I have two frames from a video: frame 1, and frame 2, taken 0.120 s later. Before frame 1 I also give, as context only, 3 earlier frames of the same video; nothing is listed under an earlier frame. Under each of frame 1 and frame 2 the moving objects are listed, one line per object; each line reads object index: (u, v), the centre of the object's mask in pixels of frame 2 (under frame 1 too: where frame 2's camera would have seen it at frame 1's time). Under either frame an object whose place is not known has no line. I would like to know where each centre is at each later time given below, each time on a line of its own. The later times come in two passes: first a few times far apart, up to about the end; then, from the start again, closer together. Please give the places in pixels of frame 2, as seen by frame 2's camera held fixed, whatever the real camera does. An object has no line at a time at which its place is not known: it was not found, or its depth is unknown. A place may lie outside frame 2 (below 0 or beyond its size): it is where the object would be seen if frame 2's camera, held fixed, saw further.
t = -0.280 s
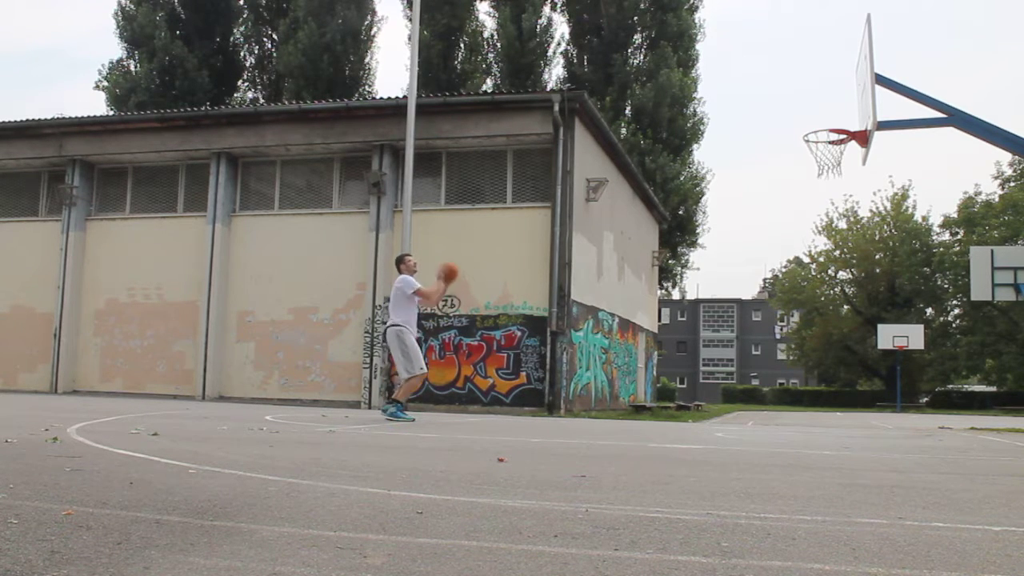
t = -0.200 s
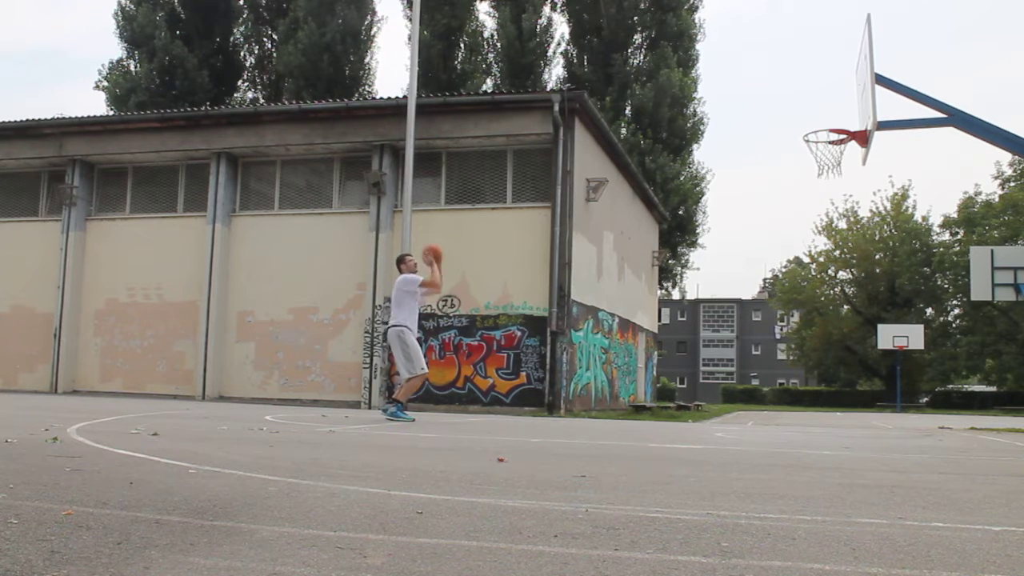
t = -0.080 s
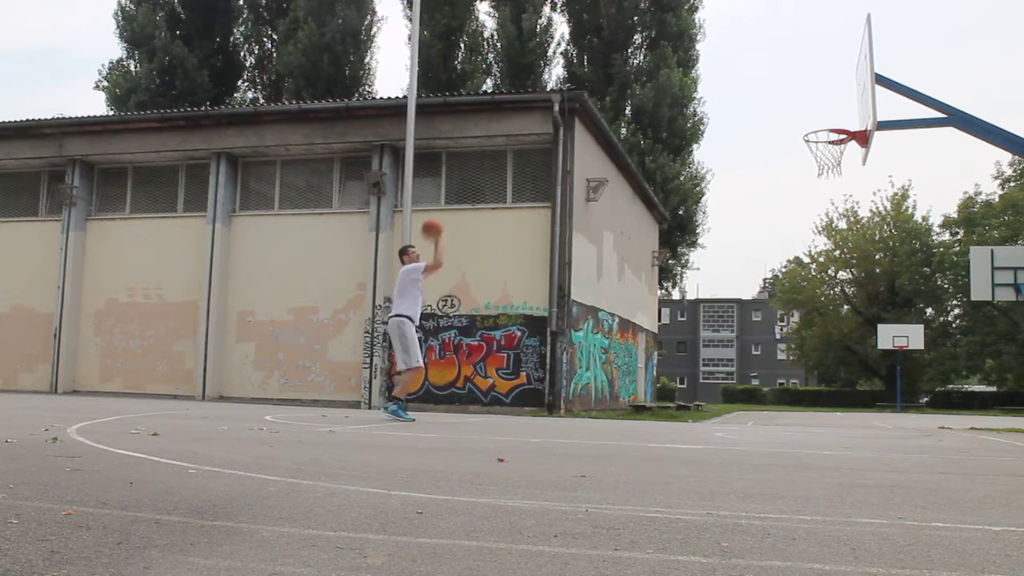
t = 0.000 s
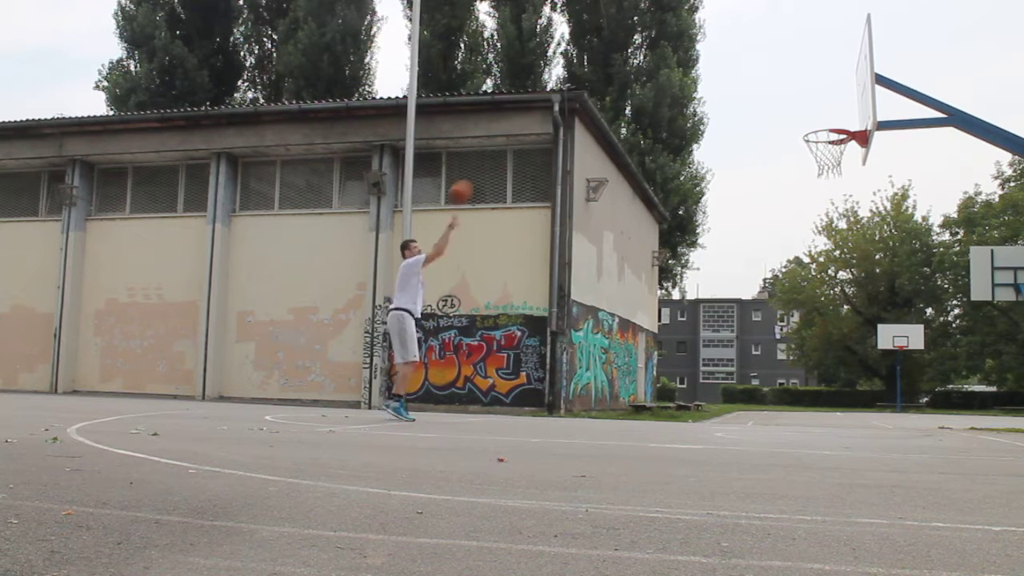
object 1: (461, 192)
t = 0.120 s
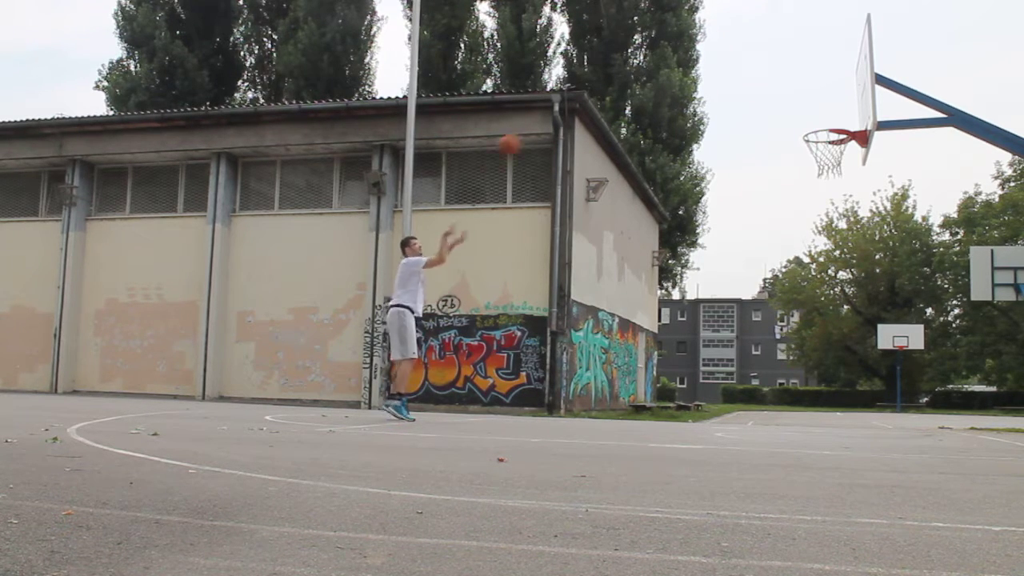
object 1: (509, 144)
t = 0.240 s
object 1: (559, 108)
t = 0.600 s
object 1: (708, 76)
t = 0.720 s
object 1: (760, 91)
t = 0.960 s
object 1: (827, 148)
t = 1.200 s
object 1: (819, 158)
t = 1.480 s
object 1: (844, 177)
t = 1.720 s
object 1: (863, 242)
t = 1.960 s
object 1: (883, 369)
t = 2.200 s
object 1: (896, 357)
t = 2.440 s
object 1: (909, 288)
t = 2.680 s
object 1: (921, 276)
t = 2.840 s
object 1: (931, 301)
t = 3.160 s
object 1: (950, 427)
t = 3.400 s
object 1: (967, 350)
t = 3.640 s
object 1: (984, 335)
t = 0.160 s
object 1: (526, 131)
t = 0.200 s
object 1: (543, 119)
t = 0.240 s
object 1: (559, 108)
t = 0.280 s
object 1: (576, 101)
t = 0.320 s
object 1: (592, 91)
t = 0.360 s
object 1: (608, 85)
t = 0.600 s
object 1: (708, 76)
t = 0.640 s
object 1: (726, 80)
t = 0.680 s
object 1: (743, 85)
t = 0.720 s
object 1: (760, 91)
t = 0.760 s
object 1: (778, 99)
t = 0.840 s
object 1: (814, 119)
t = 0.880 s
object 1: (832, 132)
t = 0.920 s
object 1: (833, 142)
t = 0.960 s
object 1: (827, 148)
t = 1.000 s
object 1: (819, 146)
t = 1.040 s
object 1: (816, 146)
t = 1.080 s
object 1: (815, 148)
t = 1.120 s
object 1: (815, 151)
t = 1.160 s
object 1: (816, 154)
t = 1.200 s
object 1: (819, 158)
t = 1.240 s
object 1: (822, 160)
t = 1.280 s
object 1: (826, 163)
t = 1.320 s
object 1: (831, 164)
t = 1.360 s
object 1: (834, 165)
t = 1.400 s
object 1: (838, 168)
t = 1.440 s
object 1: (841, 172)
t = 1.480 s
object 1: (844, 177)
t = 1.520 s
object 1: (847, 184)
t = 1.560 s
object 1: (850, 193)
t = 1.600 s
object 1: (853, 203)
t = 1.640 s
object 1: (856, 215)
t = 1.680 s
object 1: (860, 228)
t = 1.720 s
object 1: (863, 242)
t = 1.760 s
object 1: (866, 258)
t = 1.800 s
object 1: (870, 278)
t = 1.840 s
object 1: (874, 297)
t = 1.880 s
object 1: (876, 319)
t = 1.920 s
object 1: (878, 345)
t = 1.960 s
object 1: (883, 369)
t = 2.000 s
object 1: (886, 396)
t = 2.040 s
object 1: (888, 425)
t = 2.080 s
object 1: (891, 408)
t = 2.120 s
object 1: (893, 391)
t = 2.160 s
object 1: (894, 371)
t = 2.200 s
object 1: (896, 357)
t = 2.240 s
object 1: (898, 341)
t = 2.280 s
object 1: (900, 325)
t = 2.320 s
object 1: (903, 313)
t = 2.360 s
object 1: (905, 304)
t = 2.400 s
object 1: (907, 294)
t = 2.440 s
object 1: (909, 288)
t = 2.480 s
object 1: (910, 282)
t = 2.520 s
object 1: (912, 278)
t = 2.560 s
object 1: (915, 274)
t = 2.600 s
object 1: (917, 274)
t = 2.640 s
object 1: (919, 274)
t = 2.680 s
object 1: (921, 276)
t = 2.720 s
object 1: (923, 280)
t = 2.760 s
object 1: (926, 285)
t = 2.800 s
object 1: (929, 293)
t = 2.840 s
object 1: (931, 301)
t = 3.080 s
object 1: (946, 394)
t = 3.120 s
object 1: (947, 412)
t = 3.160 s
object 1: (950, 427)
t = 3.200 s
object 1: (953, 409)
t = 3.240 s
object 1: (956, 396)
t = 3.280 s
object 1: (959, 382)
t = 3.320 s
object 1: (961, 369)
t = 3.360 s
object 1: (964, 359)
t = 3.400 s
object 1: (967, 350)
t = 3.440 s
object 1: (970, 344)
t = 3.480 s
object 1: (973, 339)
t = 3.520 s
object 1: (976, 335)
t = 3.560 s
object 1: (979, 334)
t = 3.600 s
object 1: (981, 333)
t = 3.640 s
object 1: (984, 335)
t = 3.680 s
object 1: (988, 338)
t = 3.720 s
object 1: (991, 343)
